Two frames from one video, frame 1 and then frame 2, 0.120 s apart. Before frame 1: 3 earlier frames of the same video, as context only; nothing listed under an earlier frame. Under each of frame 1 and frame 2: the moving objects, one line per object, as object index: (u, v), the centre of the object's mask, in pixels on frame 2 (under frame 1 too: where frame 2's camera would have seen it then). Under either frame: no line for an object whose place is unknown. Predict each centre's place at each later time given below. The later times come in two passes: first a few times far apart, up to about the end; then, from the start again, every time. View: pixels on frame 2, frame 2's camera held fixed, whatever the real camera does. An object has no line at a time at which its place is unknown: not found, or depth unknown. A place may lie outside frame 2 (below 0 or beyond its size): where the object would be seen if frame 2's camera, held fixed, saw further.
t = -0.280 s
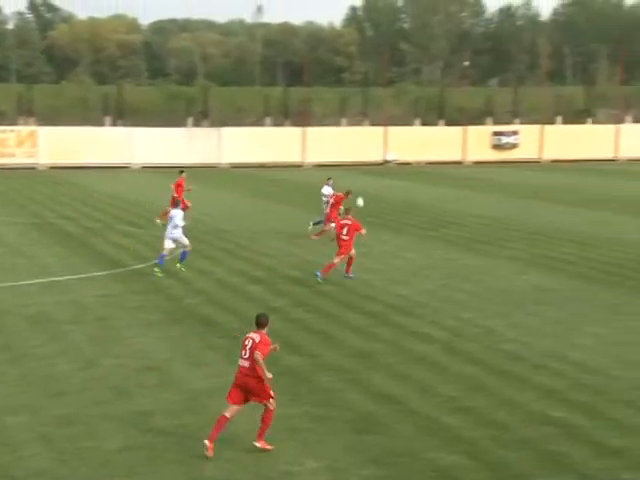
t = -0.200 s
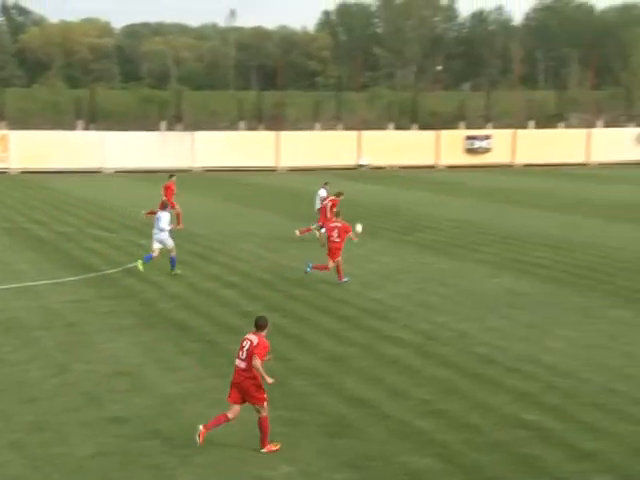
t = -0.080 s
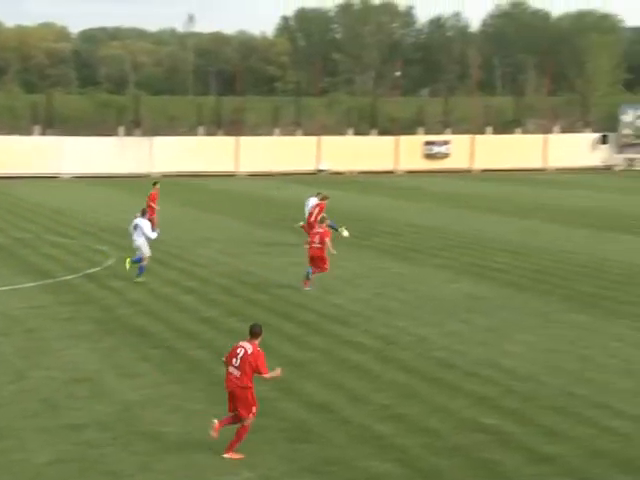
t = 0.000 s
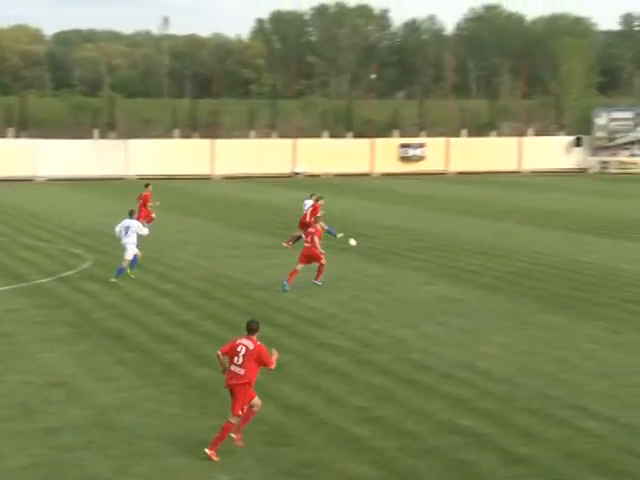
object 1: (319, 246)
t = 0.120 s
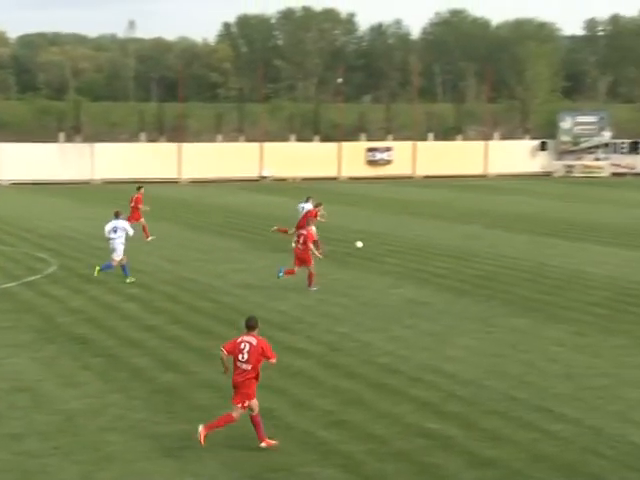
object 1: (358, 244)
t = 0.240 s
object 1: (394, 239)
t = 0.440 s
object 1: (452, 241)
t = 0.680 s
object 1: (518, 247)
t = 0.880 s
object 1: (572, 243)
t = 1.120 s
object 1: (634, 254)
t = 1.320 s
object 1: (686, 255)
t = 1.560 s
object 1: (747, 256)
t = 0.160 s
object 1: (370, 242)
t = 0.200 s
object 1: (382, 240)
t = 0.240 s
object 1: (394, 239)
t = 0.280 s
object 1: (405, 238)
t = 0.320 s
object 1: (417, 238)
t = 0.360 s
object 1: (429, 239)
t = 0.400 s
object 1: (440, 239)
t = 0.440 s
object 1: (452, 241)
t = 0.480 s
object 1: (463, 243)
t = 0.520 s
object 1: (475, 246)
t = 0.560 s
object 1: (486, 250)
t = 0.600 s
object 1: (497, 252)
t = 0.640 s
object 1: (507, 249)
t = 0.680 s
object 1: (518, 247)
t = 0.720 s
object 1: (529, 244)
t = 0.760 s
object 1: (540, 243)
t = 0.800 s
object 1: (550, 243)
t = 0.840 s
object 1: (561, 242)
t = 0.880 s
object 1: (572, 243)
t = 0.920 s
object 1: (582, 244)
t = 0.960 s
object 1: (592, 246)
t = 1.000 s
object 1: (603, 248)
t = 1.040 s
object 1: (613, 251)
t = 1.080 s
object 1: (624, 254)
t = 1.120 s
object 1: (634, 254)
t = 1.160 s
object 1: (645, 253)
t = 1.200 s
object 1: (655, 252)
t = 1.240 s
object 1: (665, 253)
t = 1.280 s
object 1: (675, 254)
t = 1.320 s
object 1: (686, 255)
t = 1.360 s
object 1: (696, 256)
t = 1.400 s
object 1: (706, 255)
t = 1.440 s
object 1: (716, 254)
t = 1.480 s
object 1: (727, 254)
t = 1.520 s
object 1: (737, 254)
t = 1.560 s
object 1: (747, 256)
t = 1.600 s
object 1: (756, 256)
